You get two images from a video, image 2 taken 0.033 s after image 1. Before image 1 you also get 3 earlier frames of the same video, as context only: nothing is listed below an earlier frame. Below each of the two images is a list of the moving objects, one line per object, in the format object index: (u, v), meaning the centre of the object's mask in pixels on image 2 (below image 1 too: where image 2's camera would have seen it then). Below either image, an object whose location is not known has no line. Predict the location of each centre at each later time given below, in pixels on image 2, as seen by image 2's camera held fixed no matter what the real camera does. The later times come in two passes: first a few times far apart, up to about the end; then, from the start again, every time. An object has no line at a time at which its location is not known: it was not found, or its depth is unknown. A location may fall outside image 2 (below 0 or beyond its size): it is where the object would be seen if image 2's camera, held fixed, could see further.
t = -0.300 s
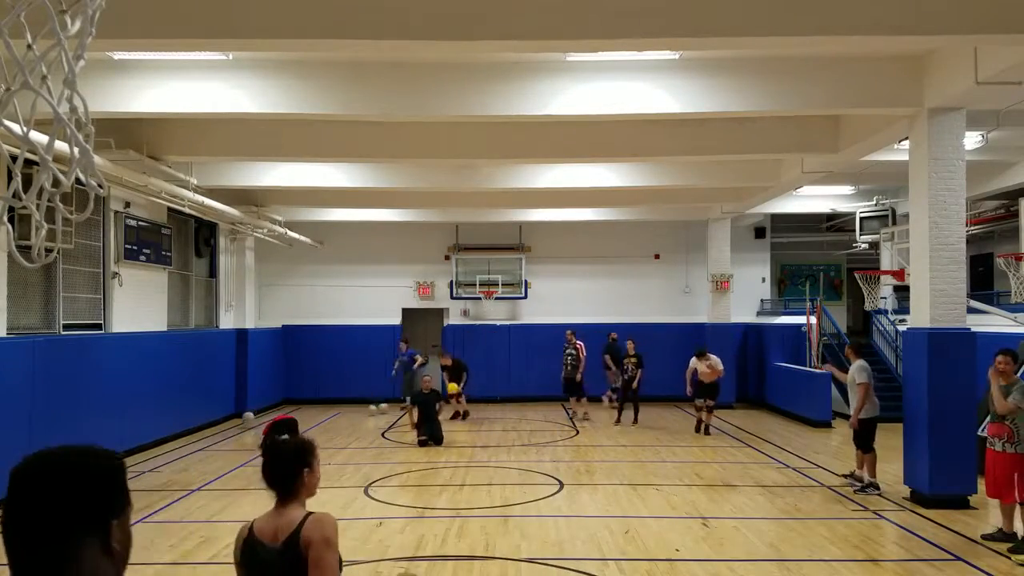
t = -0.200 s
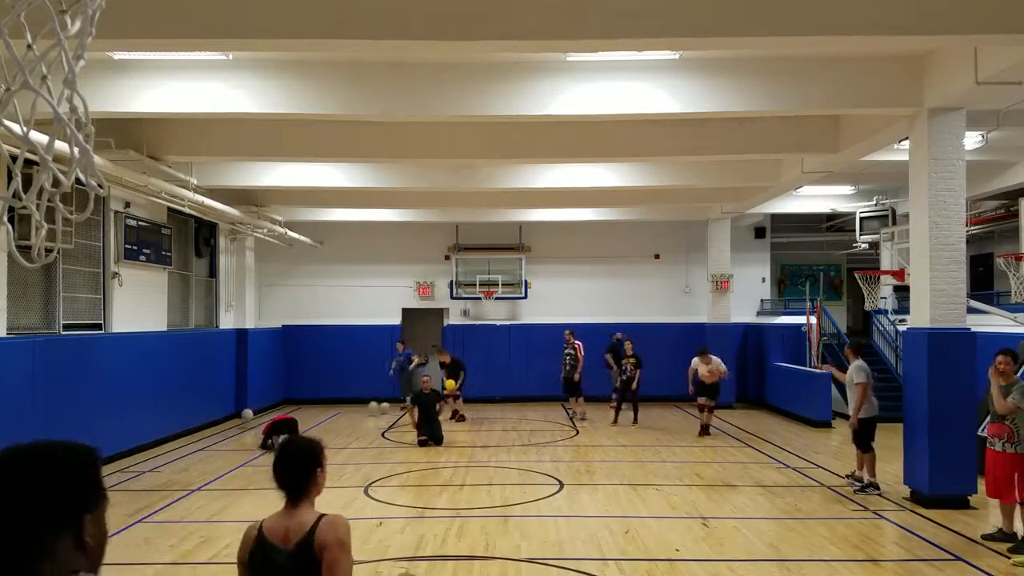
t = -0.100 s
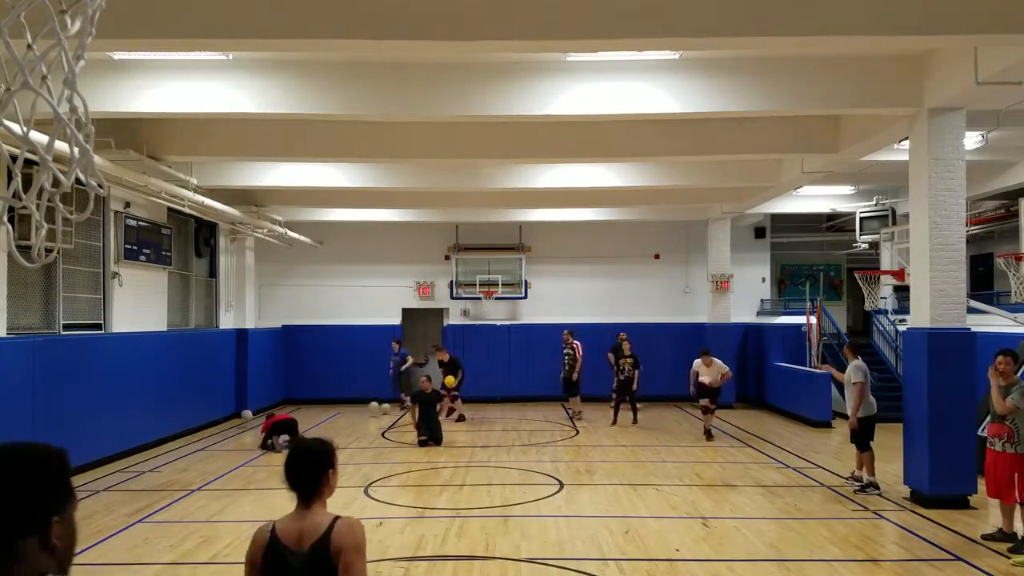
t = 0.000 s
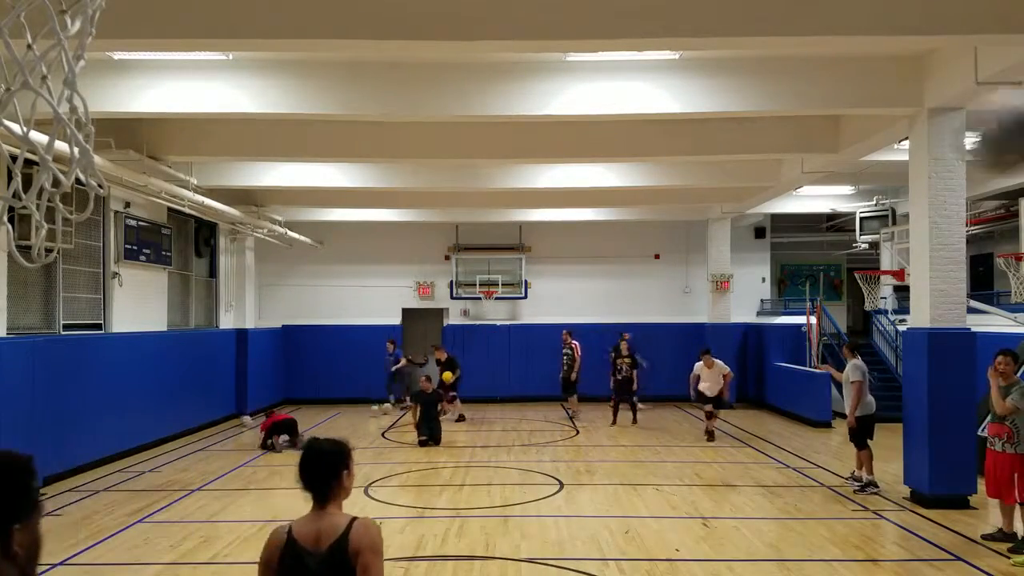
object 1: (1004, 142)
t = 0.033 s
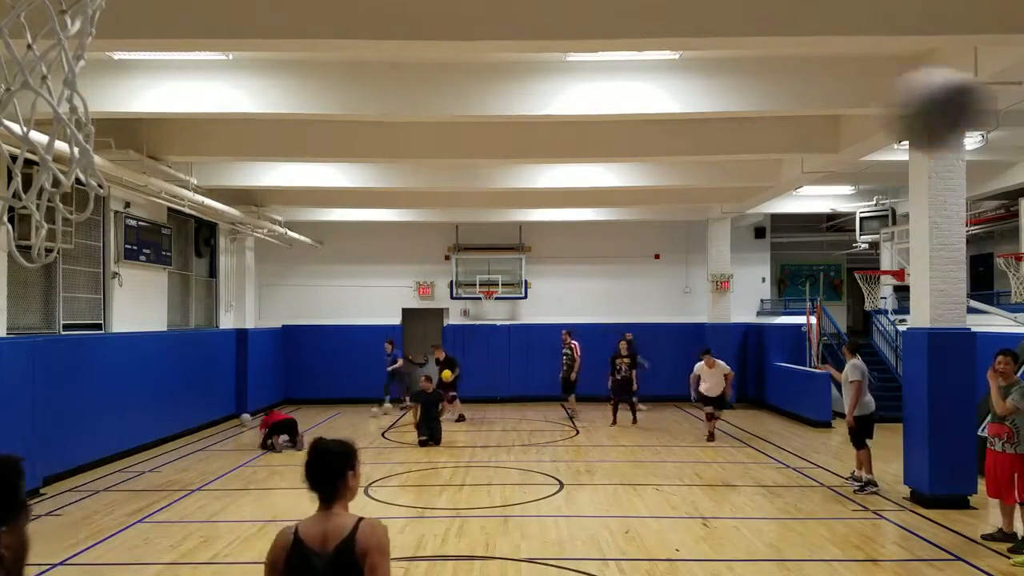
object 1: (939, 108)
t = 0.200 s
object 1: (590, 66)
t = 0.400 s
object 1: (258, 135)
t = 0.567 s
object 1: (30, 264)
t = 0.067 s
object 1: (862, 91)
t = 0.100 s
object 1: (792, 79)
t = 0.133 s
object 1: (722, 70)
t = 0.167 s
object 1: (657, 65)
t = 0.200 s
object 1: (590, 66)
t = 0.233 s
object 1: (529, 71)
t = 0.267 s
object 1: (472, 80)
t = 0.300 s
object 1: (417, 89)
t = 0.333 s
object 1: (366, 101)
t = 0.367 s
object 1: (304, 119)
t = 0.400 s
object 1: (258, 135)
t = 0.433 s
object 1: (206, 154)
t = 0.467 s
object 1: (159, 179)
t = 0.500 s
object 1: (116, 211)
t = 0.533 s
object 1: (77, 227)
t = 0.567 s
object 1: (30, 264)
